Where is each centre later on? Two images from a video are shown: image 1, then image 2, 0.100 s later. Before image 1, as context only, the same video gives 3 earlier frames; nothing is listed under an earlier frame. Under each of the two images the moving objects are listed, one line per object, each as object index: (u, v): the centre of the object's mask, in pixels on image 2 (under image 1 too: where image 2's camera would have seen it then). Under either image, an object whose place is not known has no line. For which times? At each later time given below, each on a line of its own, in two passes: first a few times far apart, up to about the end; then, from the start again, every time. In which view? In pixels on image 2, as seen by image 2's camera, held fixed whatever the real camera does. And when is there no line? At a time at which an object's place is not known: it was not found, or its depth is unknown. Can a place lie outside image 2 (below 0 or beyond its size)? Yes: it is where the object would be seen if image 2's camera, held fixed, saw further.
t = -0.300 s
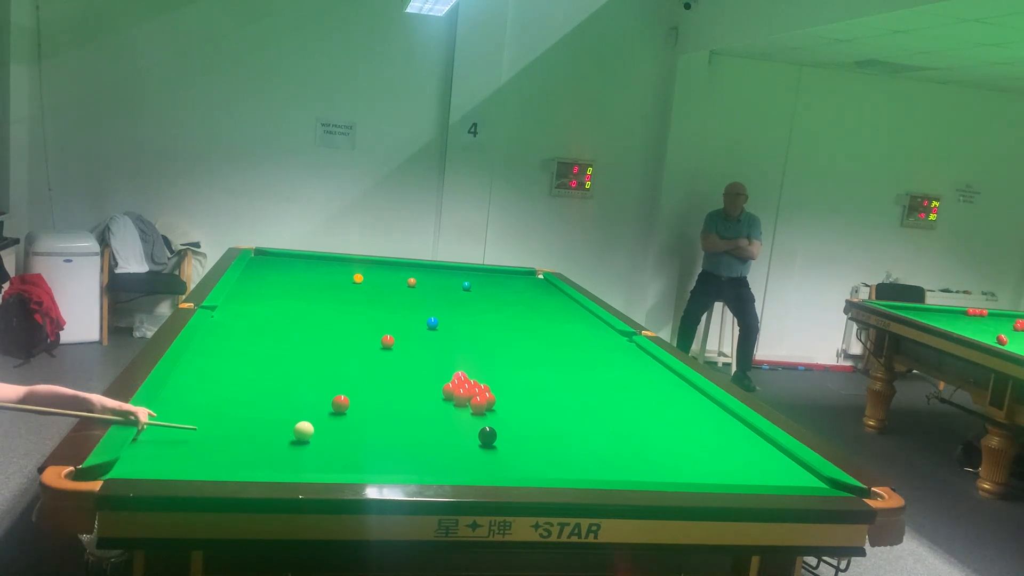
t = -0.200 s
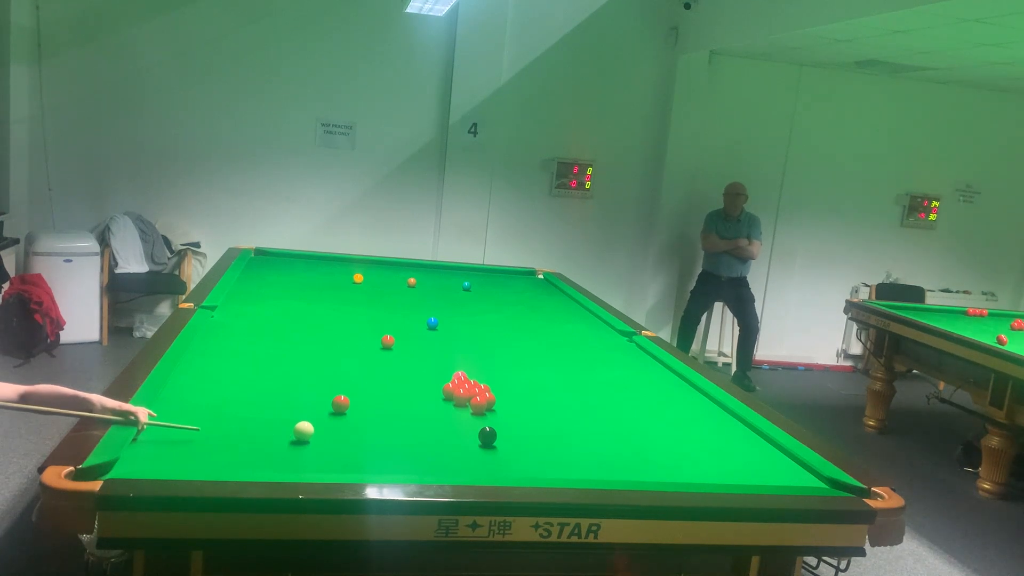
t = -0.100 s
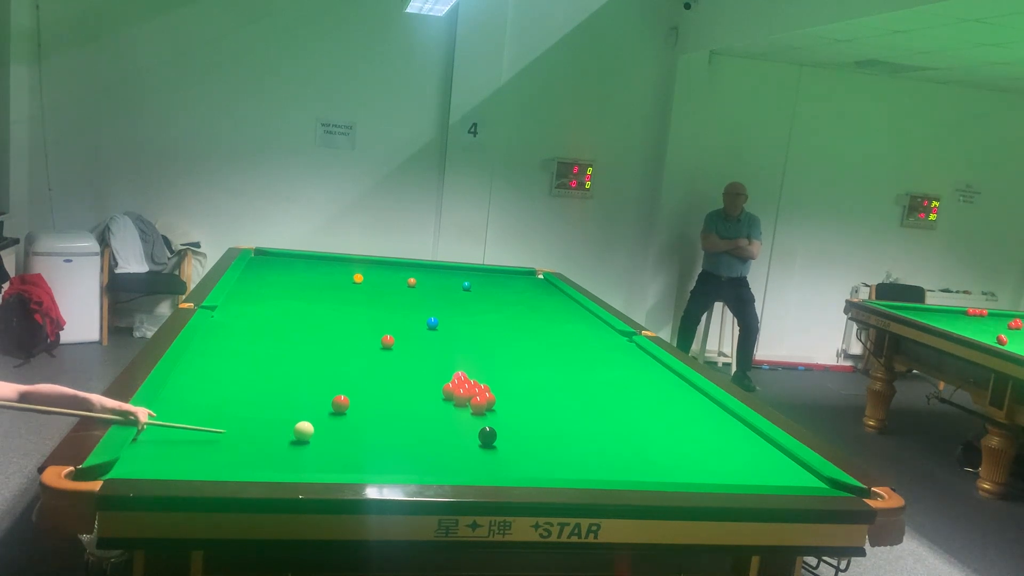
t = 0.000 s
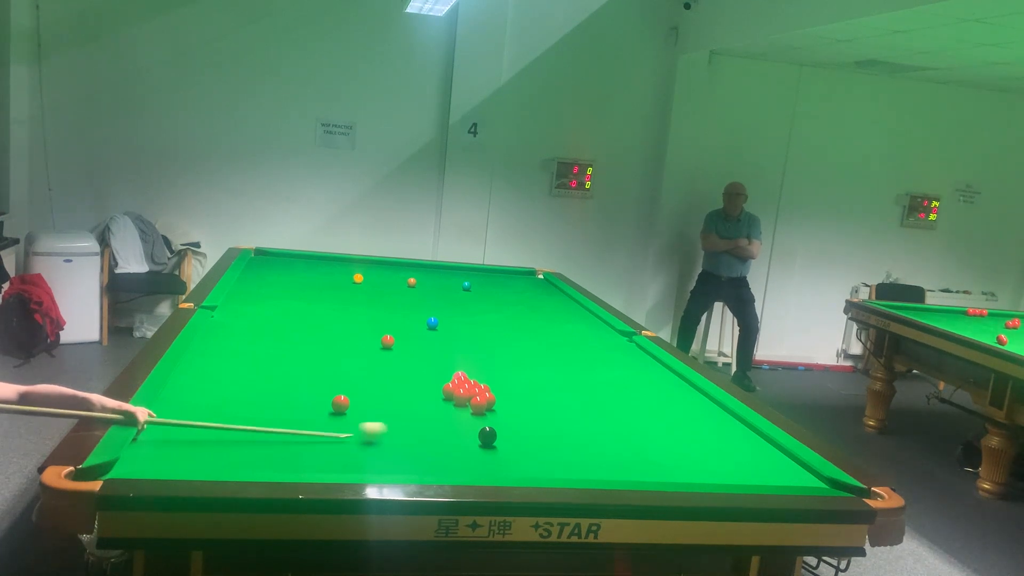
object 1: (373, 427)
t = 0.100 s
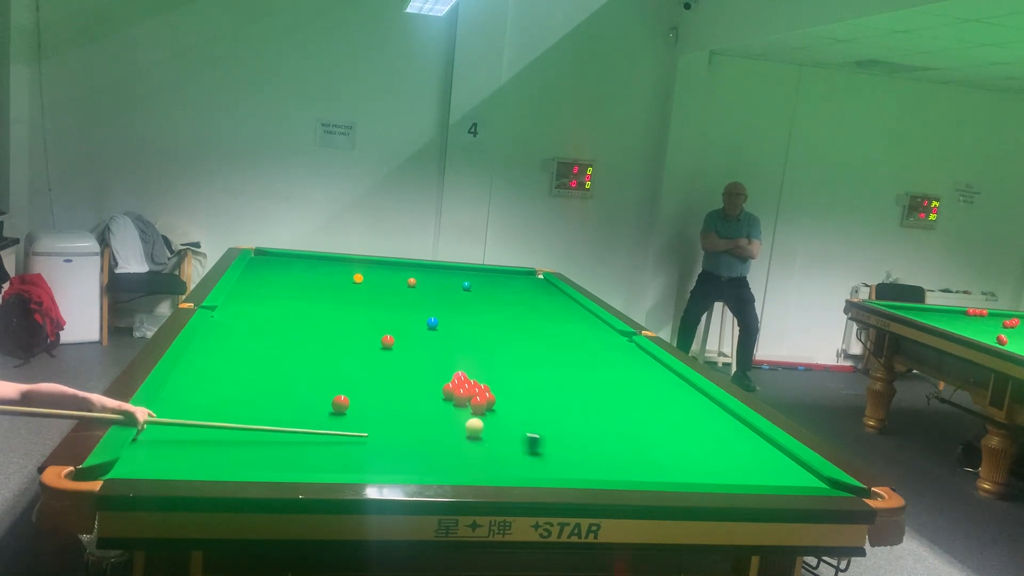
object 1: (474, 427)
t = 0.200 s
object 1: (483, 413)
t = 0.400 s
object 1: (502, 408)
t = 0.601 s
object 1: (496, 406)
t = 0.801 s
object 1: (474, 404)
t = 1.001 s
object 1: (459, 402)
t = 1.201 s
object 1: (450, 401)
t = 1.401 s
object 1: (442, 399)
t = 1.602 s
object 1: (434, 398)
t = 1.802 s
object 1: (428, 398)
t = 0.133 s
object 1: (478, 423)
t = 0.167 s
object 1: (481, 418)
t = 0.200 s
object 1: (483, 413)
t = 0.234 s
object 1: (486, 410)
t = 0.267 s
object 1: (490, 409)
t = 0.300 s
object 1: (494, 409)
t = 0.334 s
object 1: (498, 409)
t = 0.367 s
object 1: (500, 408)
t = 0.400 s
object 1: (502, 408)
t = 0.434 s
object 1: (502, 408)
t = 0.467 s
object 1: (502, 408)
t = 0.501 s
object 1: (502, 407)
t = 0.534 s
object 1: (501, 407)
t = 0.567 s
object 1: (499, 406)
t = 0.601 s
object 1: (496, 406)
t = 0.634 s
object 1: (493, 406)
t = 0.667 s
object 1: (489, 405)
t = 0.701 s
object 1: (485, 405)
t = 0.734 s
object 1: (481, 405)
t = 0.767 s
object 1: (478, 404)
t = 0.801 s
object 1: (474, 404)
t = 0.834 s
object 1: (470, 403)
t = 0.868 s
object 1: (466, 403)
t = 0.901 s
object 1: (463, 403)
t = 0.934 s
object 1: (462, 403)
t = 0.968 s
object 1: (460, 402)
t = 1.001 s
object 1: (459, 402)
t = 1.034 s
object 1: (457, 402)
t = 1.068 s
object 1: (456, 401)
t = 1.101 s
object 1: (454, 402)
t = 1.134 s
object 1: (452, 402)
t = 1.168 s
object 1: (451, 401)
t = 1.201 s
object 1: (450, 401)
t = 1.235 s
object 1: (448, 401)
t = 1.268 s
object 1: (447, 401)
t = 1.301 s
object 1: (445, 400)
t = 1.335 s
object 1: (444, 400)
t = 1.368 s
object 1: (443, 400)
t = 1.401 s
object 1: (442, 399)
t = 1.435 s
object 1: (440, 399)
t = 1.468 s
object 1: (439, 399)
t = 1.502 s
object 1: (438, 399)
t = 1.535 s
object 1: (437, 398)
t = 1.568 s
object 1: (435, 398)
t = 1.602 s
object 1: (434, 398)
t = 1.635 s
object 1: (433, 398)
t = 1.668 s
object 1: (432, 398)
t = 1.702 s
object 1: (431, 398)
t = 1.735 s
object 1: (430, 397)
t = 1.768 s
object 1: (429, 397)
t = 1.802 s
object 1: (428, 398)
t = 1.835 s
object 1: (427, 397)
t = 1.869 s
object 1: (426, 397)
